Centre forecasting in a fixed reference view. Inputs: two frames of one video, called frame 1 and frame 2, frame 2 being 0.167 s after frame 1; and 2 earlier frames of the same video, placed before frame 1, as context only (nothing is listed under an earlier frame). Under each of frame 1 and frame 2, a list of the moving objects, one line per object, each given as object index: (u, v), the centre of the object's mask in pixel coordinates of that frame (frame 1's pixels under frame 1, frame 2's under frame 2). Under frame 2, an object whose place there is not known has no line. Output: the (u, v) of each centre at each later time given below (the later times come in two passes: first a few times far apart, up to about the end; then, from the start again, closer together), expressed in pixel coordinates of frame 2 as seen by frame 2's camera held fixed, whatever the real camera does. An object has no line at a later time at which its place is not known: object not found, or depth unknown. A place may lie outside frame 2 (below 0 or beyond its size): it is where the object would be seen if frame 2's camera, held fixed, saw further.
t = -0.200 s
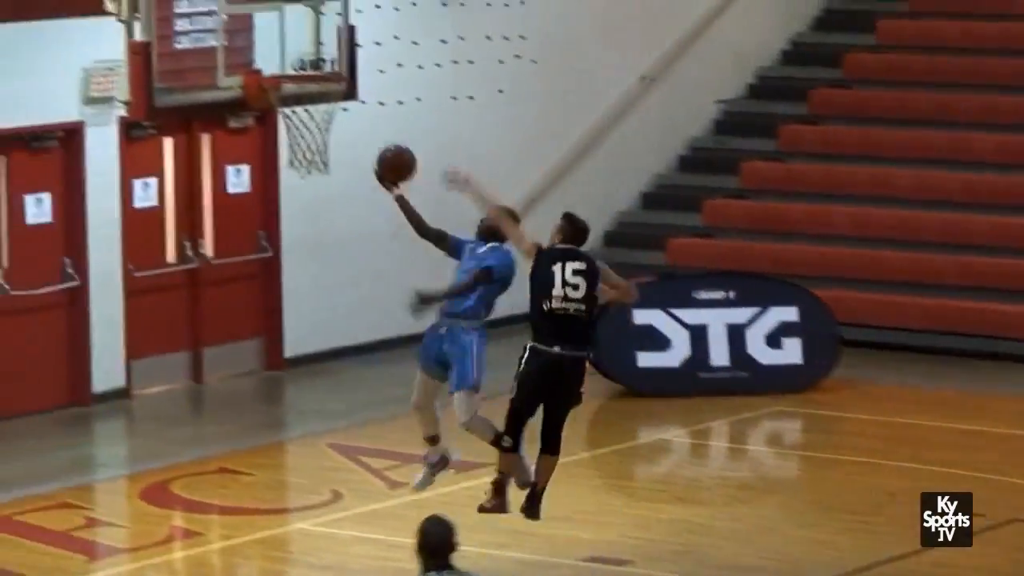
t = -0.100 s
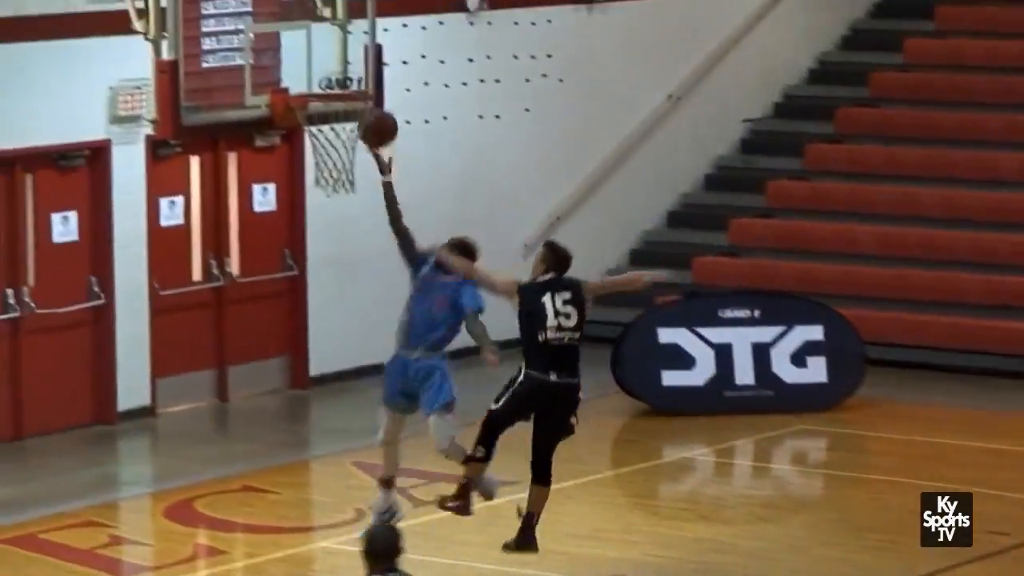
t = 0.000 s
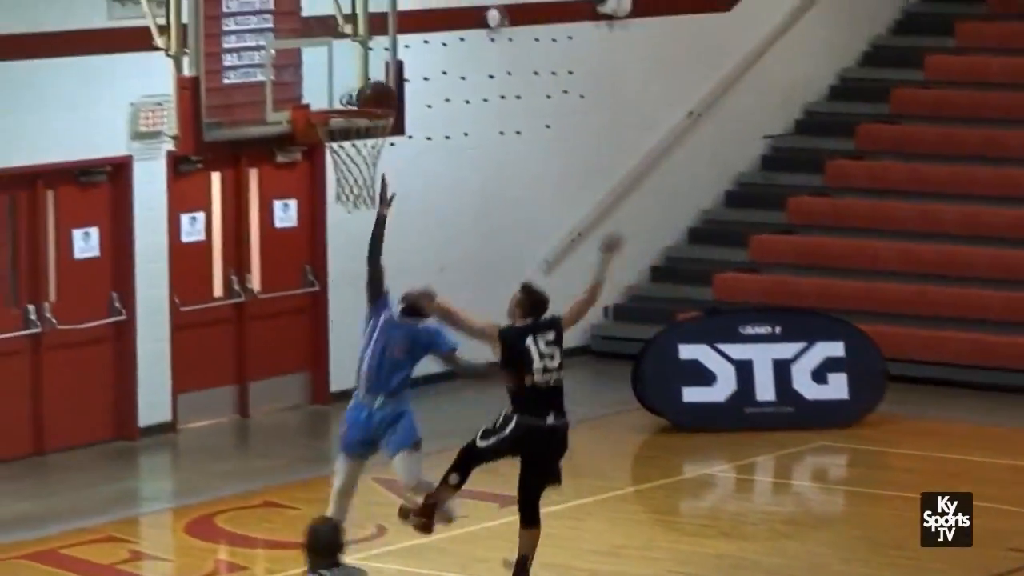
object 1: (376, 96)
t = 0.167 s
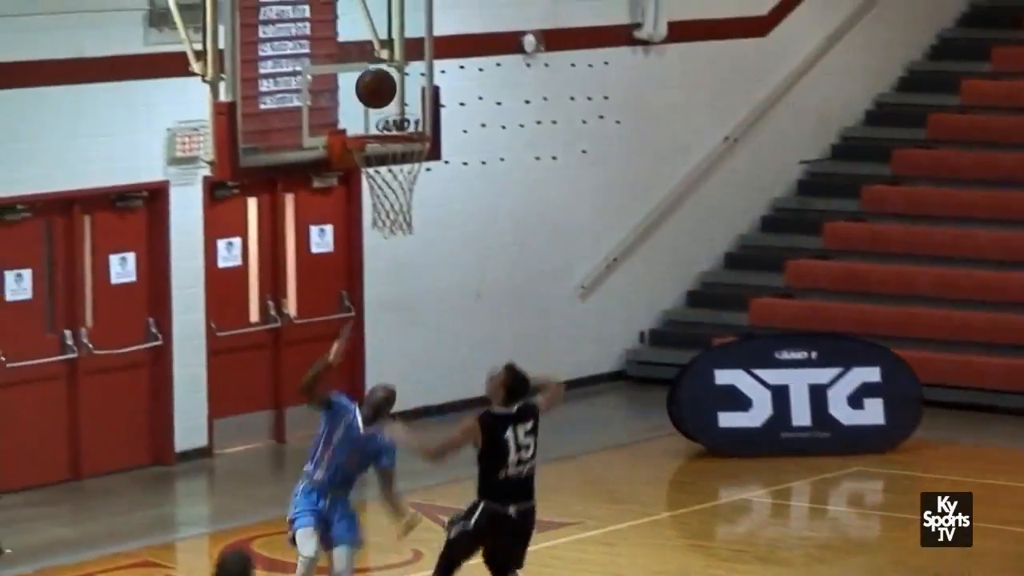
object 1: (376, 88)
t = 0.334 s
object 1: (371, 80)
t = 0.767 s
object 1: (401, 126)
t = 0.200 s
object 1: (372, 84)
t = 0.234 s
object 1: (371, 80)
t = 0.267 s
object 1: (371, 78)
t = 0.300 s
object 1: (371, 78)
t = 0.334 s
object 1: (371, 80)
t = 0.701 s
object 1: (388, 129)
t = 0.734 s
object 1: (395, 126)
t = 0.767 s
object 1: (401, 126)
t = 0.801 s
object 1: (405, 126)
